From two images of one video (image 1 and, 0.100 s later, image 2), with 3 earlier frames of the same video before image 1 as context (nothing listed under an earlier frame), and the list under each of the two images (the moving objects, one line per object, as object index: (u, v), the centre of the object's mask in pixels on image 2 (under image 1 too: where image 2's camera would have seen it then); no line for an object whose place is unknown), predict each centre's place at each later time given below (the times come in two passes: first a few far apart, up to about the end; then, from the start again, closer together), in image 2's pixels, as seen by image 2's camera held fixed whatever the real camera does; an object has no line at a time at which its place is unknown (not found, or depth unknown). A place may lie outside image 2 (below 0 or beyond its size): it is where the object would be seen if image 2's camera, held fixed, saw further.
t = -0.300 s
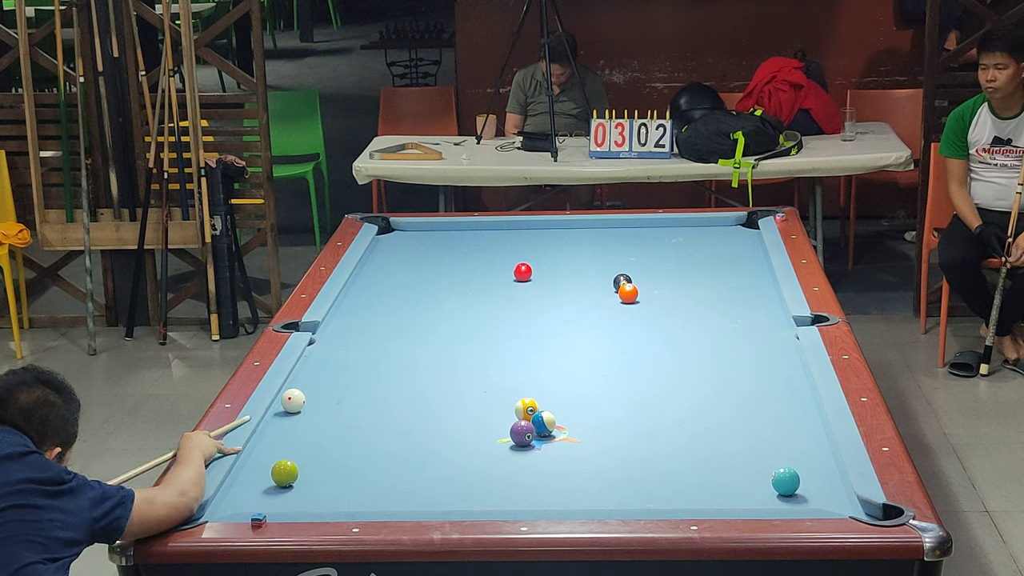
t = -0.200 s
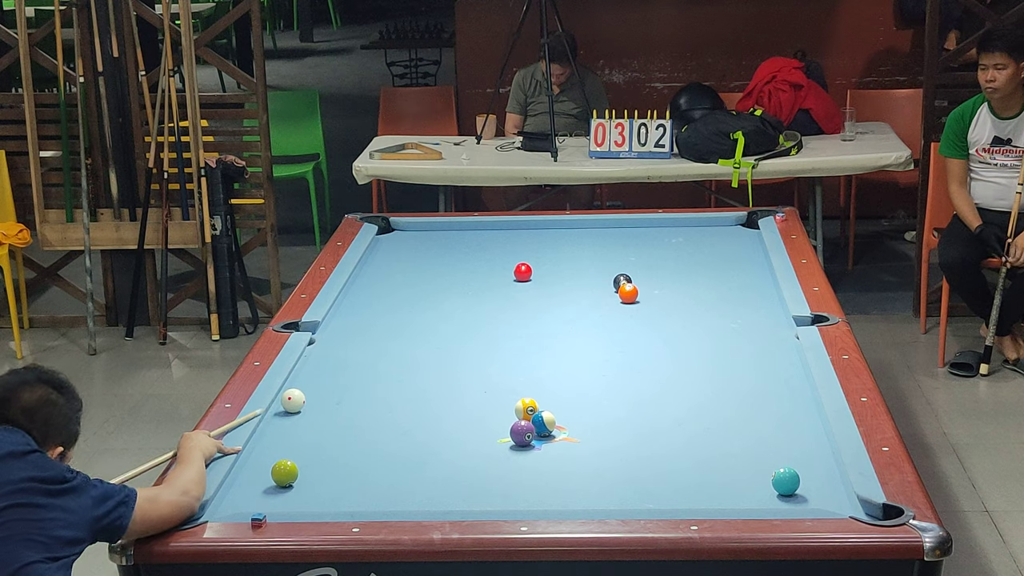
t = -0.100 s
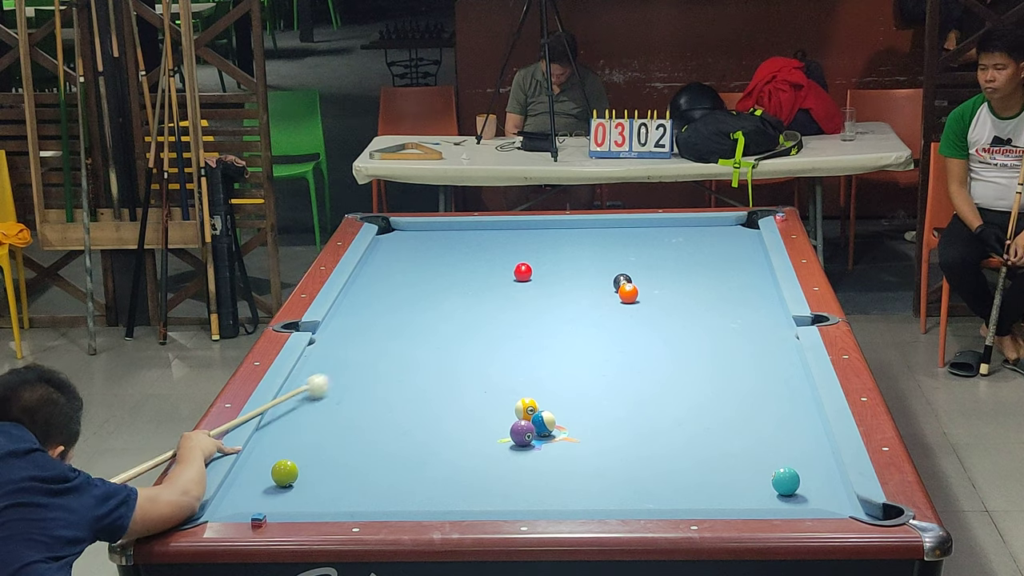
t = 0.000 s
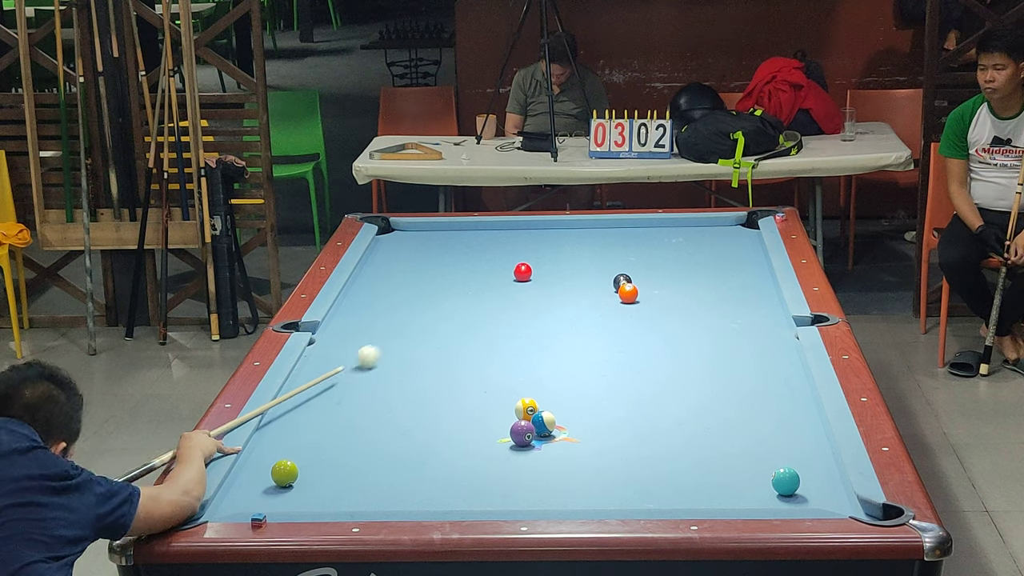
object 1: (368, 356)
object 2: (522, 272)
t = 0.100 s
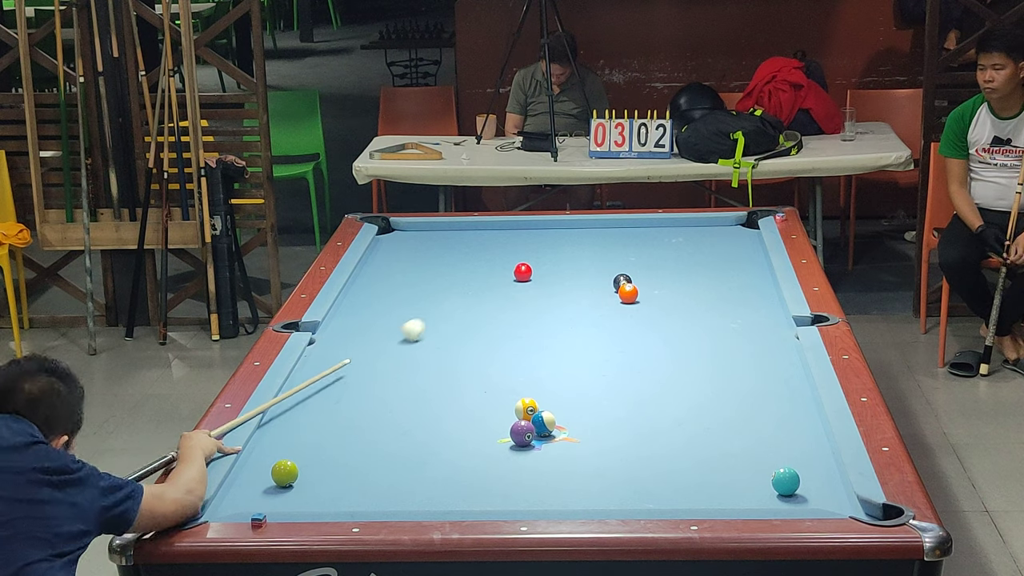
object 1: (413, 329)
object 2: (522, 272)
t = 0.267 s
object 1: (479, 292)
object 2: (522, 272)
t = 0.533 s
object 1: (482, 259)
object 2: (604, 254)
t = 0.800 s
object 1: (466, 235)
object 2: (690, 234)
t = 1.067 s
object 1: (448, 232)
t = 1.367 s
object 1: (422, 247)
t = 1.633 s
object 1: (399, 261)
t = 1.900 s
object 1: (375, 275)
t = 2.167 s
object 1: (351, 289)
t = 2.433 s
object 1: (354, 300)
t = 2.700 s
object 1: (356, 310)
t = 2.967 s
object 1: (358, 321)
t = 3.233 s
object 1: (360, 331)
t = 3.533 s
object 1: (362, 342)
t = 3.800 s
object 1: (364, 351)
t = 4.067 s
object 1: (366, 360)
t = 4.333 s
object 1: (367, 369)
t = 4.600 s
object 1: (367, 377)
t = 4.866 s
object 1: (368, 385)
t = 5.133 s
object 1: (369, 391)
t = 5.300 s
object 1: (374, 394)
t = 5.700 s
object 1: (370, 403)
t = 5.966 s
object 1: (370, 407)
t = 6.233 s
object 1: (371, 410)
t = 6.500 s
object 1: (372, 412)
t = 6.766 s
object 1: (370, 413)
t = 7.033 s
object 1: (370, 413)
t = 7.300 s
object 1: (370, 413)
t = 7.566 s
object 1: (370, 413)
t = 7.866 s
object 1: (370, 413)
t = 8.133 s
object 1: (370, 413)
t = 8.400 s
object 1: (370, 413)
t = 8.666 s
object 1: (370, 413)
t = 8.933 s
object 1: (370, 413)
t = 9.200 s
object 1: (370, 413)
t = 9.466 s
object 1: (370, 413)
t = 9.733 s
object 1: (370, 413)
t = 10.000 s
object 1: (370, 413)
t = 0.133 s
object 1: (427, 321)
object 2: (522, 272)
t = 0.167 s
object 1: (441, 313)
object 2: (522, 272)
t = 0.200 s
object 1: (454, 306)
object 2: (522, 272)
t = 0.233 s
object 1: (466, 298)
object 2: (522, 272)
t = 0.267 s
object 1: (479, 292)
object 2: (522, 272)
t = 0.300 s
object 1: (491, 284)
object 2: (522, 272)
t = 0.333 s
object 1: (502, 278)
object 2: (522, 272)
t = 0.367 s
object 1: (503, 274)
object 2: (532, 270)
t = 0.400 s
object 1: (497, 271)
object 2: (549, 266)
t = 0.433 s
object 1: (492, 268)
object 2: (564, 262)
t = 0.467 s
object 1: (488, 266)
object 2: (578, 259)
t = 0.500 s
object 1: (484, 262)
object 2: (592, 256)
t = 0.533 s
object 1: (482, 259)
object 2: (604, 254)
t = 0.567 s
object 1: (480, 256)
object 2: (616, 251)
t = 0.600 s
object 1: (477, 253)
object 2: (627, 248)
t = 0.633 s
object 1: (476, 250)
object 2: (638, 246)
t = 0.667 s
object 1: (474, 247)
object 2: (648, 244)
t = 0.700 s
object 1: (472, 244)
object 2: (659, 242)
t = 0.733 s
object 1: (470, 241)
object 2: (669, 239)
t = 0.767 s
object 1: (468, 238)
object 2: (680, 237)
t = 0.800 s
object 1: (466, 235)
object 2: (690, 234)
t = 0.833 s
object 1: (464, 233)
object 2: (701, 232)
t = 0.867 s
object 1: (463, 230)
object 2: (711, 230)
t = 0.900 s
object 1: (461, 227)
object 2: (721, 227)
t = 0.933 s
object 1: (459, 225)
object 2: (730, 225)
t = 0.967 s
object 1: (456, 227)
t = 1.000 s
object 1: (453, 229)
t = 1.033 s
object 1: (451, 230)
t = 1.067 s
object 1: (448, 232)
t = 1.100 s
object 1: (445, 234)
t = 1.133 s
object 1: (442, 235)
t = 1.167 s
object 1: (439, 237)
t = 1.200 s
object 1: (437, 239)
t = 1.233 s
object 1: (434, 240)
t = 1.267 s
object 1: (431, 242)
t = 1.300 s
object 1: (428, 244)
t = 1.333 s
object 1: (425, 245)
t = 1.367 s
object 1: (422, 247)
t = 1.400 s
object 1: (419, 249)
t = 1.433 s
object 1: (417, 250)
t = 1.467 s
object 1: (414, 252)
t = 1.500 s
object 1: (411, 254)
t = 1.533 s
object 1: (408, 256)
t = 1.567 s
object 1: (405, 257)
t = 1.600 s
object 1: (402, 259)
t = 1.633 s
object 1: (399, 261)
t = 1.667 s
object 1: (396, 262)
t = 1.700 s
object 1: (393, 264)
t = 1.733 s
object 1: (390, 266)
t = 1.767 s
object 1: (387, 268)
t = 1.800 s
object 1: (384, 269)
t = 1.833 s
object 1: (381, 271)
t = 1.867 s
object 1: (378, 273)
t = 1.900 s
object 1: (375, 275)
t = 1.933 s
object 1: (372, 276)
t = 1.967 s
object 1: (369, 278)
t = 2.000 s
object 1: (366, 280)
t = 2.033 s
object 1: (363, 282)
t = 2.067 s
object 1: (359, 284)
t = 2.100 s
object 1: (356, 286)
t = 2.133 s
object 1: (353, 287)
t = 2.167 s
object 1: (351, 289)
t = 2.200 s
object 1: (351, 290)
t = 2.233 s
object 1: (352, 292)
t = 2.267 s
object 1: (352, 293)
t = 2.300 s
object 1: (353, 294)
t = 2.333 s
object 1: (353, 296)
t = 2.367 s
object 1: (353, 297)
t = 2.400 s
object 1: (354, 298)
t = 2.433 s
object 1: (354, 300)
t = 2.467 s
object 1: (354, 301)
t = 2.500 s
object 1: (354, 302)
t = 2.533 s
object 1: (355, 304)
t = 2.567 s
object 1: (355, 305)
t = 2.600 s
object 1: (355, 306)
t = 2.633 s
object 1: (355, 307)
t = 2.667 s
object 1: (356, 309)
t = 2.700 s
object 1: (356, 310)
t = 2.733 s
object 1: (356, 311)
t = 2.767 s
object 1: (356, 313)
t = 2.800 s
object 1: (357, 314)
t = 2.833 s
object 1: (357, 315)
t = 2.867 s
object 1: (357, 317)
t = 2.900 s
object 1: (358, 318)
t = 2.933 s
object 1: (358, 319)
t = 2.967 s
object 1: (358, 321)
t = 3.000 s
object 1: (358, 322)
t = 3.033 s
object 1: (359, 323)
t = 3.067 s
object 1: (359, 324)
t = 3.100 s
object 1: (359, 326)
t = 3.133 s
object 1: (359, 327)
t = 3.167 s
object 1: (360, 328)
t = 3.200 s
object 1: (360, 329)
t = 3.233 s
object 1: (360, 331)
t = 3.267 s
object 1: (360, 332)
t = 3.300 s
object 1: (361, 333)
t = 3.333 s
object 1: (361, 334)
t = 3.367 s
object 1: (361, 336)
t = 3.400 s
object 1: (361, 337)
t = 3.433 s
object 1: (362, 338)
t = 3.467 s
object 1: (362, 339)
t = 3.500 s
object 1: (362, 341)
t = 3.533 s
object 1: (362, 342)
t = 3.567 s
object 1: (362, 343)
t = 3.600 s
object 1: (363, 344)
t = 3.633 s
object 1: (363, 345)
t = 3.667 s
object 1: (363, 346)
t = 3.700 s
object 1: (363, 348)
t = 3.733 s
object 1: (364, 349)
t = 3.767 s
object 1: (364, 350)
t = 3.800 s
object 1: (364, 351)
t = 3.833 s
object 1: (364, 352)
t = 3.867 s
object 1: (364, 354)
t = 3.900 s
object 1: (365, 355)
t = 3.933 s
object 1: (365, 356)
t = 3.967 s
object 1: (365, 357)
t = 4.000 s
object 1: (365, 358)
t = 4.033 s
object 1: (366, 359)
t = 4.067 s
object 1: (366, 360)
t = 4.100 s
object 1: (366, 361)
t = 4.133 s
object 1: (366, 362)
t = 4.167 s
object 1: (366, 363)
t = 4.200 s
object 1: (367, 365)
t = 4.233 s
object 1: (367, 366)
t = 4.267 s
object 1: (367, 367)
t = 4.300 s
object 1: (367, 368)
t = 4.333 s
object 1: (367, 369)
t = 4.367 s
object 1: (367, 370)
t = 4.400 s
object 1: (367, 371)
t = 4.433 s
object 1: (367, 372)
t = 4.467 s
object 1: (367, 373)
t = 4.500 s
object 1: (367, 374)
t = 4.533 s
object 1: (367, 375)
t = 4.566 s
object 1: (367, 376)
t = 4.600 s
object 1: (367, 377)
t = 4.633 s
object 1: (367, 378)
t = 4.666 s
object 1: (368, 379)
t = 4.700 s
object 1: (368, 380)
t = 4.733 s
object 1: (368, 381)
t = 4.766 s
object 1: (368, 382)
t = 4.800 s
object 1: (368, 383)
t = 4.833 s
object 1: (368, 384)
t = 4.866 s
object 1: (368, 385)
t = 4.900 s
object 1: (368, 385)
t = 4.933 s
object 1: (368, 386)
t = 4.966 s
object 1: (368, 387)
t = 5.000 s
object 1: (369, 388)
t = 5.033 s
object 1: (368, 389)
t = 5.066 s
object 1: (369, 390)
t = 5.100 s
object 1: (369, 391)
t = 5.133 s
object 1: (369, 391)
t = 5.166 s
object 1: (369, 392)
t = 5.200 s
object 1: (369, 393)
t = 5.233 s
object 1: (369, 394)
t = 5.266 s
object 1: (369, 394)
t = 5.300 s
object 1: (374, 394)
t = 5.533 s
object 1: (369, 400)
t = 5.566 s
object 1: (369, 400)
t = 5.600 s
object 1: (370, 401)
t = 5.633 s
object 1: (370, 402)
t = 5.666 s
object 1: (370, 402)
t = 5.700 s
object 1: (370, 403)
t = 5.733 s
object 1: (370, 403)
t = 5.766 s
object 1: (370, 404)
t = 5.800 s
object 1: (370, 404)
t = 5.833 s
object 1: (370, 405)
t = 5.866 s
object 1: (370, 405)
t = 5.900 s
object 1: (370, 406)
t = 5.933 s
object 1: (370, 406)
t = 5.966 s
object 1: (370, 407)
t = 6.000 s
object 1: (371, 407)
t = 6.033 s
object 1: (371, 407)
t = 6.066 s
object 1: (371, 408)
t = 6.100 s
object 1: (371, 408)
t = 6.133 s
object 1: (371, 408)
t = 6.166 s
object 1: (371, 409)
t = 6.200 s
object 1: (371, 409)
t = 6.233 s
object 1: (371, 410)
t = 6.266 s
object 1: (371, 410)
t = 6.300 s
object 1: (372, 410)
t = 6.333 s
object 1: (372, 410)
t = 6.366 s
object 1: (372, 411)
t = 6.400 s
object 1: (372, 411)
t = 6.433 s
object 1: (371, 411)
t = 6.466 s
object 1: (371, 411)
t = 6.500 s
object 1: (372, 412)
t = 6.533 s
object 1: (371, 412)
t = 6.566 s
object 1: (371, 412)
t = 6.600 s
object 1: (371, 412)
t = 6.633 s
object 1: (371, 412)
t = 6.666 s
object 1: (371, 412)
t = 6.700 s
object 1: (371, 412)
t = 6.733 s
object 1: (371, 413)
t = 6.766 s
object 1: (370, 413)
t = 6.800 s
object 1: (370, 413)
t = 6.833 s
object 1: (370, 413)
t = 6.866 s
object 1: (370, 413)
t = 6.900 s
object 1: (370, 413)
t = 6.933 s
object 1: (370, 413)
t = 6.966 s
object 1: (370, 413)
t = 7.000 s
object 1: (370, 413)
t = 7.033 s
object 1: (370, 413)
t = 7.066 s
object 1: (370, 413)
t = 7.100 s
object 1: (370, 413)
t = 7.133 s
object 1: (370, 413)
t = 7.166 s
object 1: (370, 413)
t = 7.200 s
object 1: (370, 413)
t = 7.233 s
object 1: (370, 413)
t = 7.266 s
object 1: (370, 413)
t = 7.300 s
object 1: (370, 413)
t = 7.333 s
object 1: (370, 413)
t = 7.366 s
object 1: (370, 413)
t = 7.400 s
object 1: (370, 413)
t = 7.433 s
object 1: (370, 413)
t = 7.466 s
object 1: (370, 413)
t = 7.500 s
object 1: (370, 413)
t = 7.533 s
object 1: (370, 413)
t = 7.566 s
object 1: (370, 413)
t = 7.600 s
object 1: (370, 413)
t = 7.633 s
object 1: (370, 413)
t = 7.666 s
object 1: (370, 413)
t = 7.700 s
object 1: (370, 413)
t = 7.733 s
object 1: (370, 413)
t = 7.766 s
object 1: (370, 413)
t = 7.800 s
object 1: (370, 413)
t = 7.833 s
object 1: (370, 413)
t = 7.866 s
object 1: (370, 413)
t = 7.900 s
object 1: (370, 413)
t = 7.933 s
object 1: (370, 413)
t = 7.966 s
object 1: (370, 413)
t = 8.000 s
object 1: (370, 413)
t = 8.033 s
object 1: (370, 413)
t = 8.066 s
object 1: (370, 413)
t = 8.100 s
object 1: (370, 413)
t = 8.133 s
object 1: (370, 413)
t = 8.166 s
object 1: (370, 413)
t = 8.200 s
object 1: (370, 413)
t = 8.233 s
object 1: (370, 413)
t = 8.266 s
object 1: (370, 413)
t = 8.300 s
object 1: (370, 413)
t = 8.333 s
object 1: (370, 413)
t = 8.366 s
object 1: (370, 413)
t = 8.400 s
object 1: (370, 413)
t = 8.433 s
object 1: (370, 413)
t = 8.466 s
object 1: (370, 413)
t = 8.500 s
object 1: (370, 413)
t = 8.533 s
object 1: (370, 413)
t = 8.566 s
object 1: (370, 413)
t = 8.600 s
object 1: (370, 413)
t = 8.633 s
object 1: (370, 413)
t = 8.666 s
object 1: (370, 413)
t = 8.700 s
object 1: (370, 413)
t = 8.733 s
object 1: (370, 413)
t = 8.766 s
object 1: (370, 413)
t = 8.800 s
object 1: (370, 413)
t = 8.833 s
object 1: (370, 413)
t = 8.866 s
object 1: (370, 413)
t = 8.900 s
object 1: (370, 413)
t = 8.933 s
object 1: (370, 413)
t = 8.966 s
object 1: (370, 413)
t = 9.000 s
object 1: (370, 413)
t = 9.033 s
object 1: (370, 413)
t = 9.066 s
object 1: (370, 413)
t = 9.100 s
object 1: (370, 413)
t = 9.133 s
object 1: (370, 413)
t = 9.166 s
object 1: (370, 413)
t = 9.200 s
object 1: (370, 413)
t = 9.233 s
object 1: (370, 413)
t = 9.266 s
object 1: (370, 413)
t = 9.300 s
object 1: (370, 413)
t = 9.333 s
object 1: (370, 413)
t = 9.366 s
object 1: (370, 413)
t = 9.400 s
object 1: (370, 413)
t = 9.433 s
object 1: (370, 413)
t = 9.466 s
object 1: (370, 413)
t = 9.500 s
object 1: (370, 413)
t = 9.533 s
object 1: (370, 413)
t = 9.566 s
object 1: (370, 413)
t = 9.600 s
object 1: (370, 413)
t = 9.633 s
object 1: (370, 413)
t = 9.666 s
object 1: (370, 413)
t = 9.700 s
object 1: (370, 413)
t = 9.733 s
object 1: (370, 413)
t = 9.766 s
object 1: (370, 413)
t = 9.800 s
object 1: (370, 413)
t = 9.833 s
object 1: (370, 413)
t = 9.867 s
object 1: (370, 413)
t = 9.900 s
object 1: (370, 413)
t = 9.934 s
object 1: (370, 413)
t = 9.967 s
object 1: (370, 413)
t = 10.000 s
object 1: (370, 413)
